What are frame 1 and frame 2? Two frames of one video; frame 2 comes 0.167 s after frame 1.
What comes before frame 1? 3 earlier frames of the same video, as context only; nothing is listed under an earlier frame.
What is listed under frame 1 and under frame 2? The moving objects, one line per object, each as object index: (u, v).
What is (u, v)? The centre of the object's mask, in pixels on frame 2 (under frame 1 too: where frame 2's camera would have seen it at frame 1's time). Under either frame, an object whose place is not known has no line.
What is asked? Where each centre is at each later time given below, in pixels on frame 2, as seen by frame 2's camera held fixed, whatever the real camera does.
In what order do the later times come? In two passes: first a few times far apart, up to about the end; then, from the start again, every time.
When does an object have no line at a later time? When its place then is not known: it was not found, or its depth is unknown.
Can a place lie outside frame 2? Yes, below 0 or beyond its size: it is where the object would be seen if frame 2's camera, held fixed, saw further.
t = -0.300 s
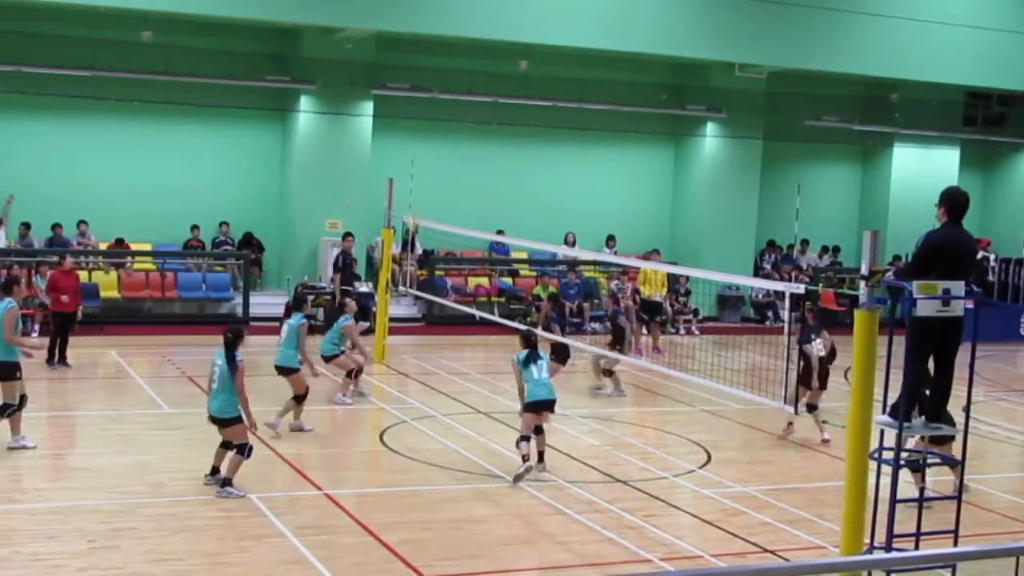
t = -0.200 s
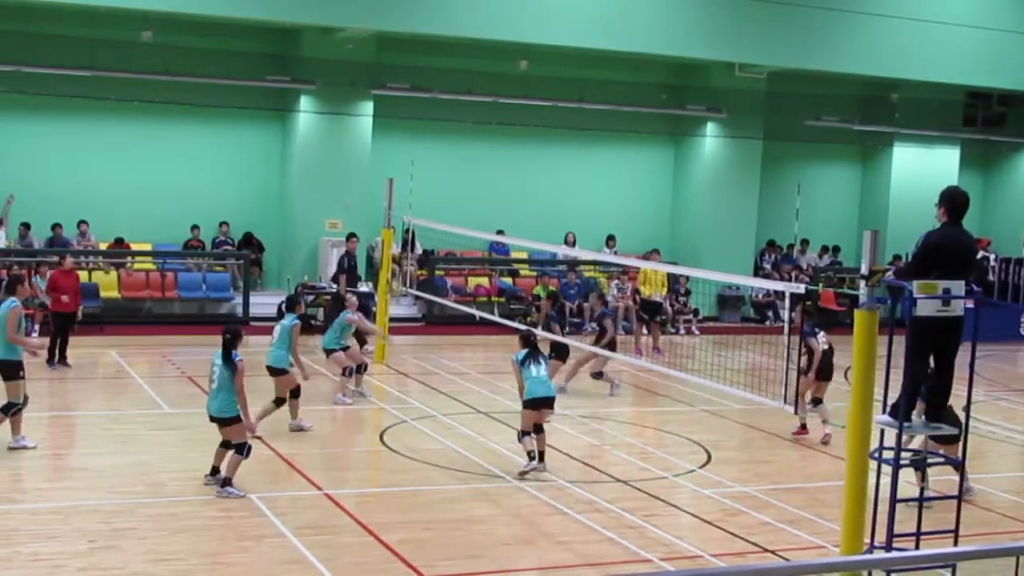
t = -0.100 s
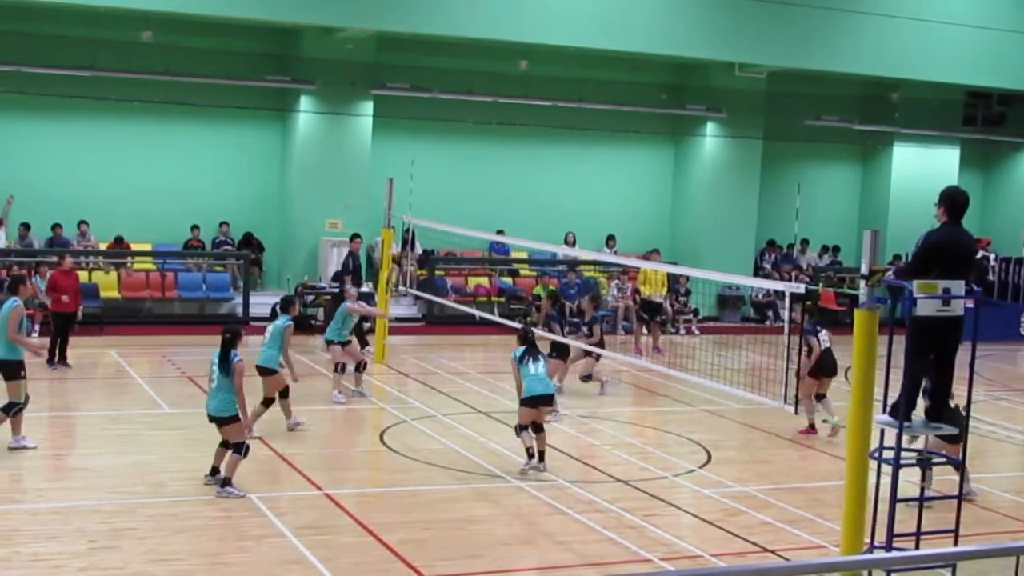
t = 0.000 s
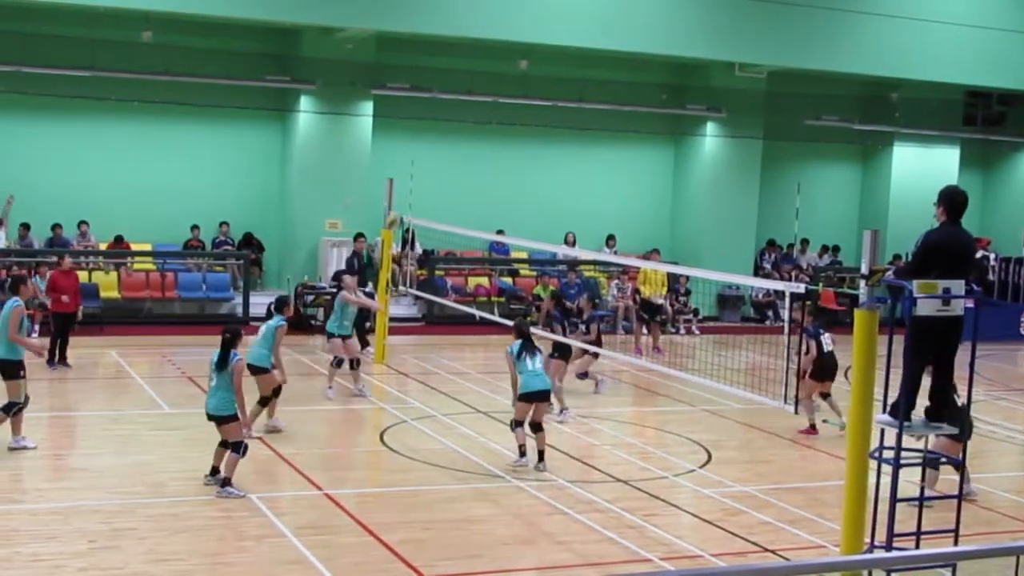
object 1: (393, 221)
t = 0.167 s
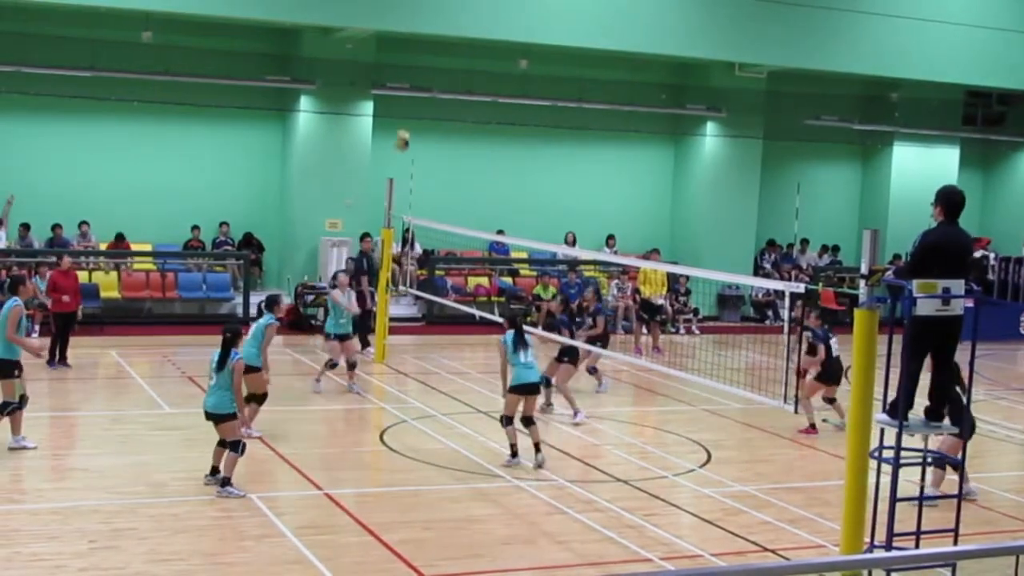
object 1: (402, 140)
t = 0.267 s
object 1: (407, 104)
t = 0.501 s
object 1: (418, 50)
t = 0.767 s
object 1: (428, 44)
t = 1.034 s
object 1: (437, 103)
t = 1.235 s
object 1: (440, 192)
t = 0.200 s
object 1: (403, 127)
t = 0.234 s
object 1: (405, 113)
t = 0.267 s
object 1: (407, 104)
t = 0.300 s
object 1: (409, 92)
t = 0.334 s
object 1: (411, 82)
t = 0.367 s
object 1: (412, 75)
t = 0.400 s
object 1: (413, 67)
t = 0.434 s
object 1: (415, 60)
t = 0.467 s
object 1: (417, 55)
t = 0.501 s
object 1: (418, 50)
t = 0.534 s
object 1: (419, 46)
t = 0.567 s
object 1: (420, 42)
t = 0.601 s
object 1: (422, 40)
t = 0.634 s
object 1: (423, 39)
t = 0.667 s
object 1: (424, 39)
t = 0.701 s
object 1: (426, 39)
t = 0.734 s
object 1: (426, 42)
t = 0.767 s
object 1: (428, 44)
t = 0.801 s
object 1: (429, 46)
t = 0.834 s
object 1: (431, 51)
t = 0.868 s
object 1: (432, 57)
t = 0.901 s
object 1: (432, 64)
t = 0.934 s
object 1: (433, 72)
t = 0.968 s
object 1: (435, 82)
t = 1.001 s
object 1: (436, 92)
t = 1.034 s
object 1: (437, 103)
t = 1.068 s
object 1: (437, 116)
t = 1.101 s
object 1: (438, 127)
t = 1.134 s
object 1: (438, 142)
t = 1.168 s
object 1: (439, 158)
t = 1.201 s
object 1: (439, 174)
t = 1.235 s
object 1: (440, 192)
